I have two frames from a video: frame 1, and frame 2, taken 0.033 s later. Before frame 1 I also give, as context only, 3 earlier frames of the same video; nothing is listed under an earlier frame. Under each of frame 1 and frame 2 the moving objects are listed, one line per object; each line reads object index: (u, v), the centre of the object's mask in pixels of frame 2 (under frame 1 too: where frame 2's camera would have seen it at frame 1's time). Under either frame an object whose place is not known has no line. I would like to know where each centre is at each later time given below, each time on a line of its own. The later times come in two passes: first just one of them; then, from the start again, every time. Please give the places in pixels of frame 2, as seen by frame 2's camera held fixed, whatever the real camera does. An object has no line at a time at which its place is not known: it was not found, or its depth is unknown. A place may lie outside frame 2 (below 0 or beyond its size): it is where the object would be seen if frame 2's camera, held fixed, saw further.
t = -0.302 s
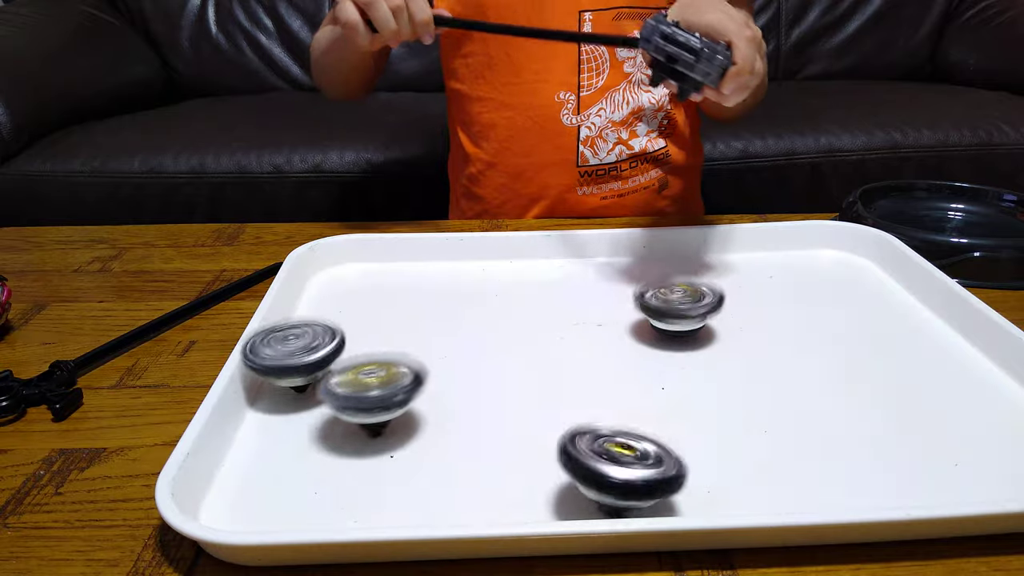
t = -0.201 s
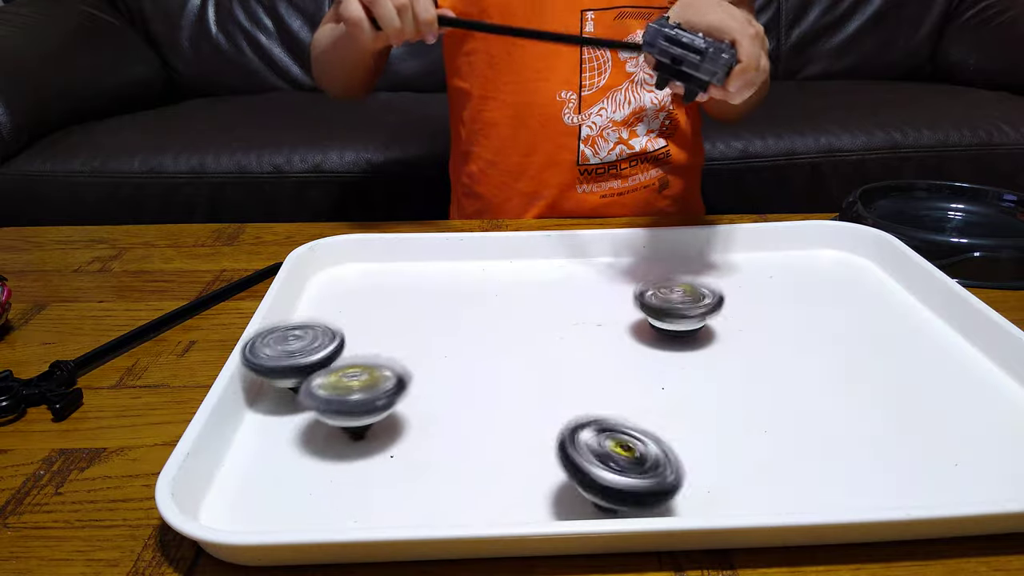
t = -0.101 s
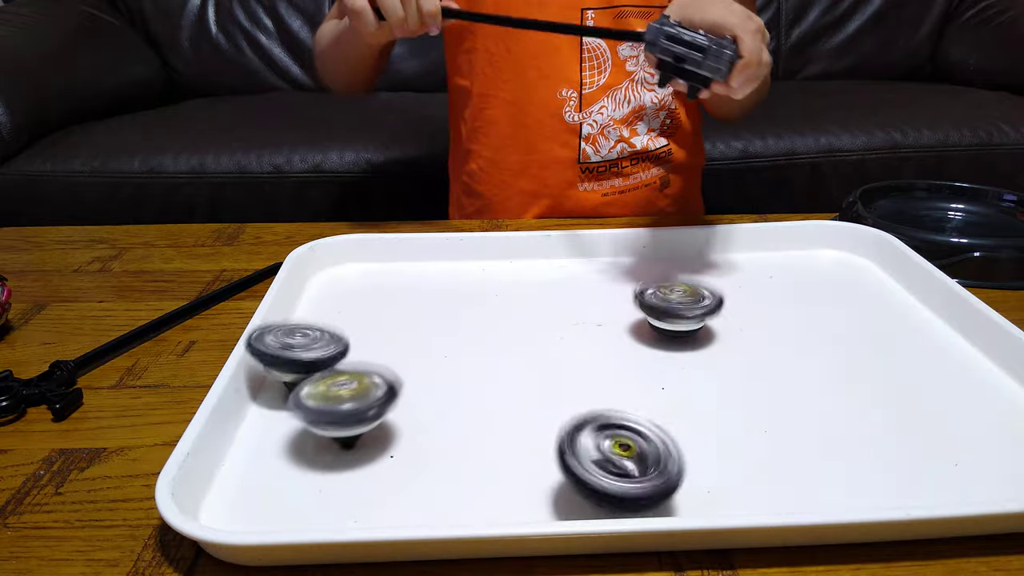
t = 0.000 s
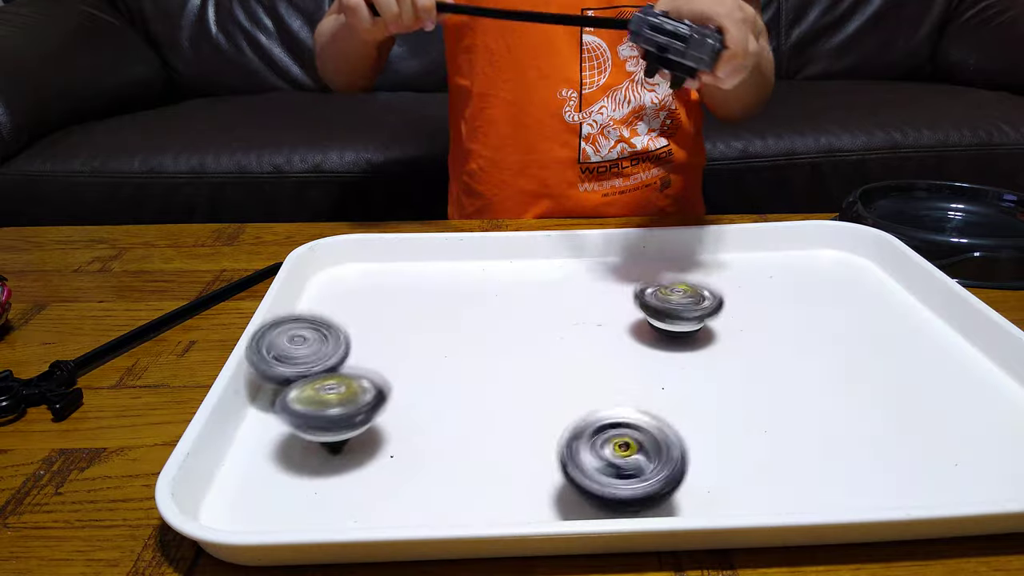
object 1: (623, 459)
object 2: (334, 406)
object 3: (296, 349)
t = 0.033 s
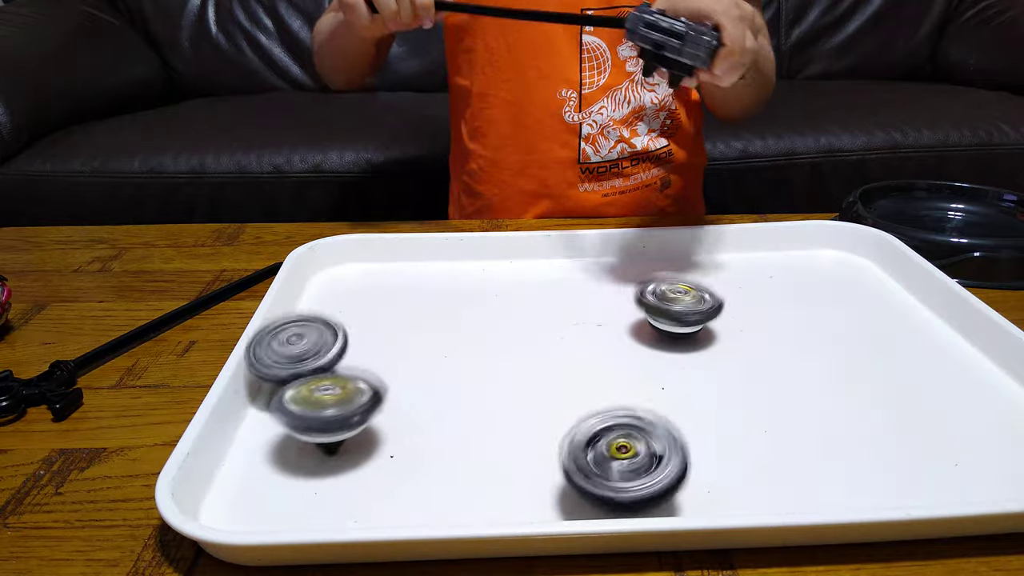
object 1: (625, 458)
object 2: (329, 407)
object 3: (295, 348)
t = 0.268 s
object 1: (623, 469)
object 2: (260, 470)
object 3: (328, 324)
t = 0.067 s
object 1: (624, 458)
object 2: (325, 407)
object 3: (295, 349)
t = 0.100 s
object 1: (626, 460)
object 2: (321, 407)
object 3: (296, 348)
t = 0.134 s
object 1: (627, 460)
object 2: (317, 407)
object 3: (299, 347)
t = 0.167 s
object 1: (625, 463)
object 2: (312, 407)
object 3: (301, 347)
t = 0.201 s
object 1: (626, 465)
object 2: (309, 407)
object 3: (300, 348)
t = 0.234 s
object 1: (624, 467)
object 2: (280, 445)
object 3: (318, 336)
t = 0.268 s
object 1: (623, 469)
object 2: (260, 470)
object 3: (328, 324)
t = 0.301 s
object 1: (622, 468)
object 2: (245, 482)
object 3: (335, 318)
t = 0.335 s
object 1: (620, 468)
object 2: (251, 484)
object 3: (342, 312)
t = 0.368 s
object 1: (619, 468)
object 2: (271, 480)
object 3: (346, 304)
